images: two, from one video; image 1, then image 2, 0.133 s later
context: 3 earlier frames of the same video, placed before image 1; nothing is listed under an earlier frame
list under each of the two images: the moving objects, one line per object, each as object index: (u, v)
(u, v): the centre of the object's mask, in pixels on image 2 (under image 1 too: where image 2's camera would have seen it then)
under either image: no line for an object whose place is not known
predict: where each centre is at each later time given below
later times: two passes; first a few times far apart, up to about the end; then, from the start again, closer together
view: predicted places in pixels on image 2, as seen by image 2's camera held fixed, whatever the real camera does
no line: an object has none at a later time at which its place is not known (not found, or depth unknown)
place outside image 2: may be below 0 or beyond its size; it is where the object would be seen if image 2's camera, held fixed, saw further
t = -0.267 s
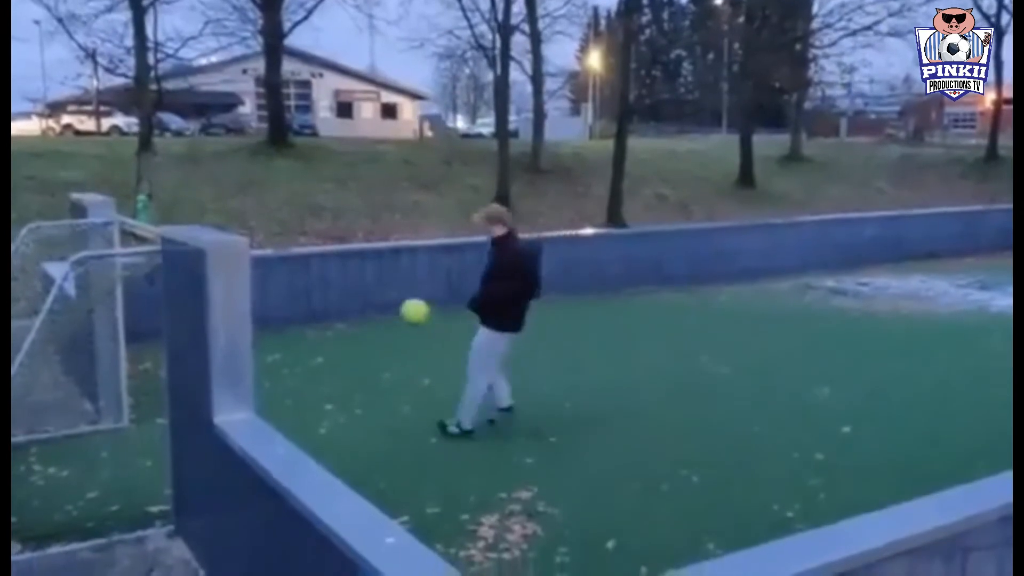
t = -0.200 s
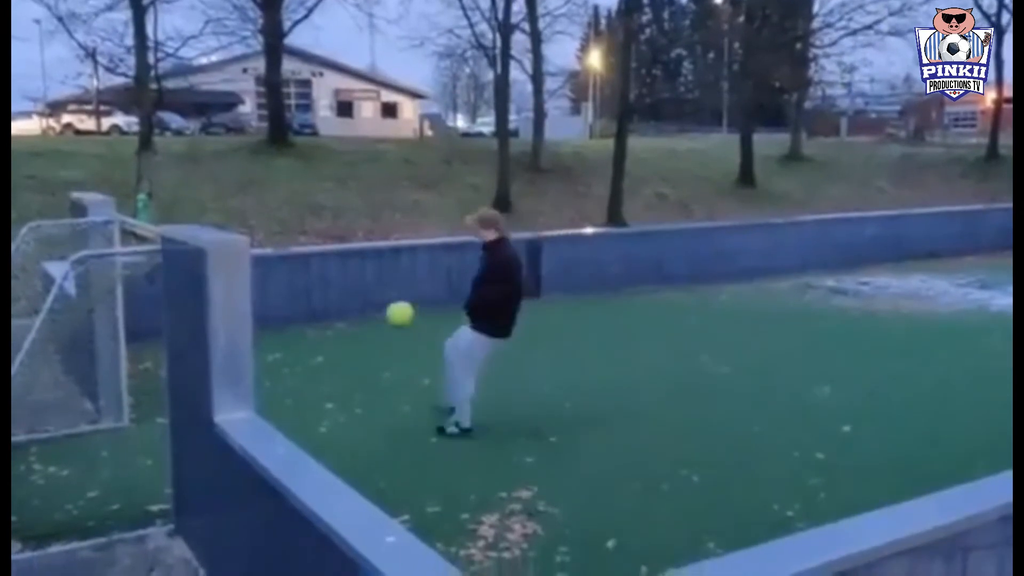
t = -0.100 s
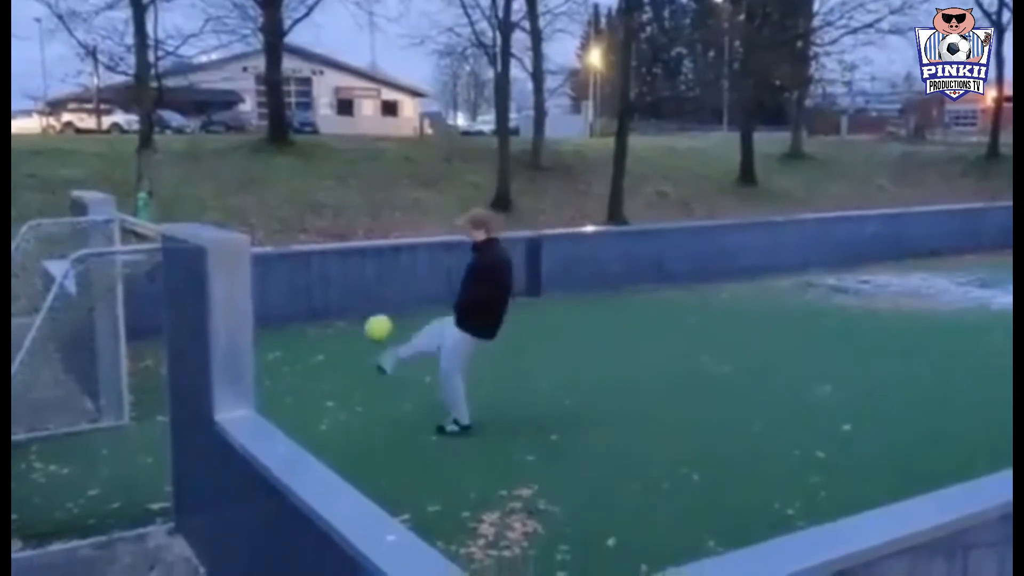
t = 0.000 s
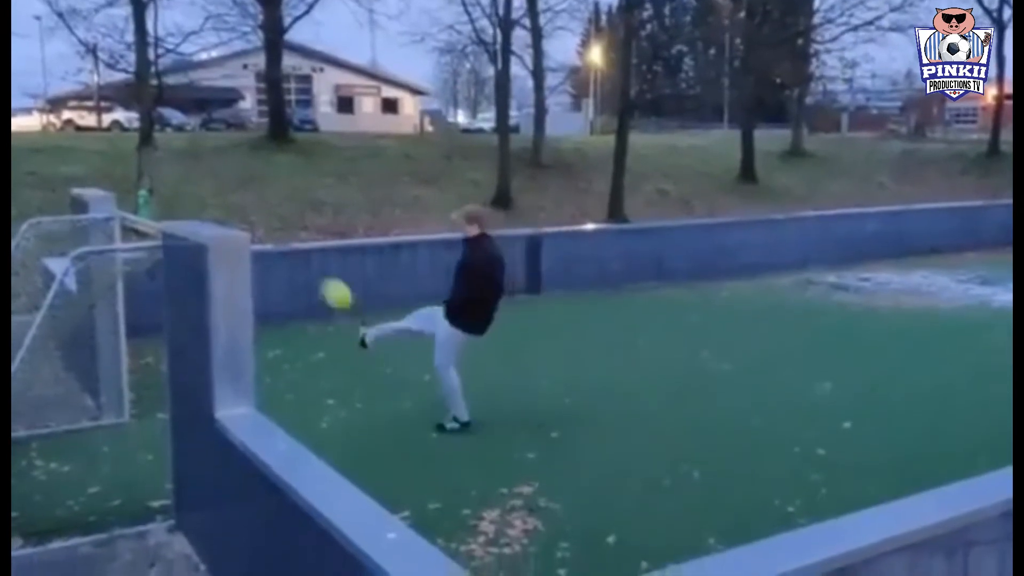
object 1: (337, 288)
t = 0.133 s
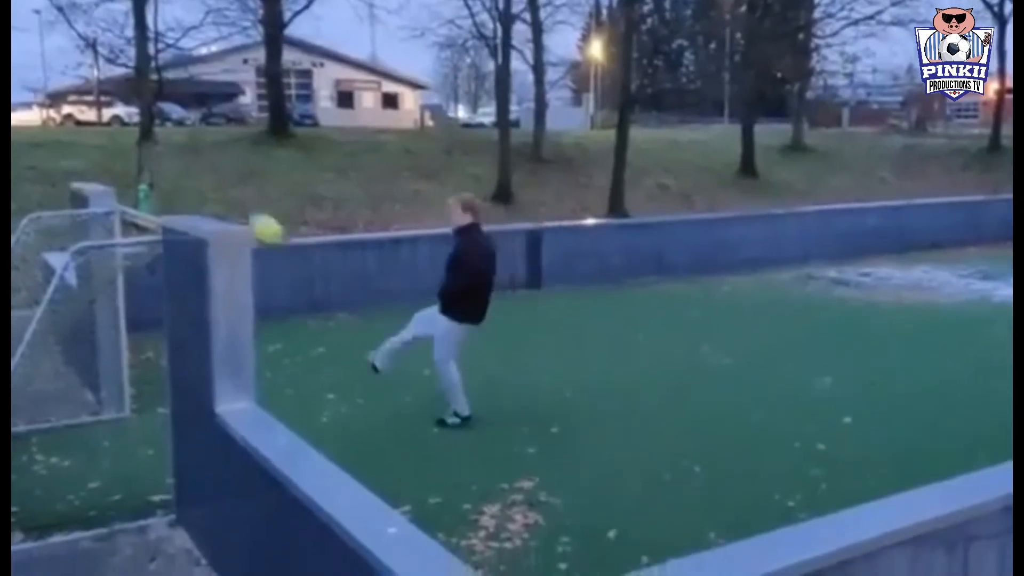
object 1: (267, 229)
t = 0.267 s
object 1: (189, 188)
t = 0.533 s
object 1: (40, 170)
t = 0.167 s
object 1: (246, 215)
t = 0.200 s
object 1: (227, 205)
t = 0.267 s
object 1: (189, 188)
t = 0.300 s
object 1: (170, 183)
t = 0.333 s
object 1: (152, 178)
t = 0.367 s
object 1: (133, 174)
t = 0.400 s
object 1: (115, 169)
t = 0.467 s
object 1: (78, 167)
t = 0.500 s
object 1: (58, 168)
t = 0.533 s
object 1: (40, 170)
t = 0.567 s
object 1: (23, 175)
